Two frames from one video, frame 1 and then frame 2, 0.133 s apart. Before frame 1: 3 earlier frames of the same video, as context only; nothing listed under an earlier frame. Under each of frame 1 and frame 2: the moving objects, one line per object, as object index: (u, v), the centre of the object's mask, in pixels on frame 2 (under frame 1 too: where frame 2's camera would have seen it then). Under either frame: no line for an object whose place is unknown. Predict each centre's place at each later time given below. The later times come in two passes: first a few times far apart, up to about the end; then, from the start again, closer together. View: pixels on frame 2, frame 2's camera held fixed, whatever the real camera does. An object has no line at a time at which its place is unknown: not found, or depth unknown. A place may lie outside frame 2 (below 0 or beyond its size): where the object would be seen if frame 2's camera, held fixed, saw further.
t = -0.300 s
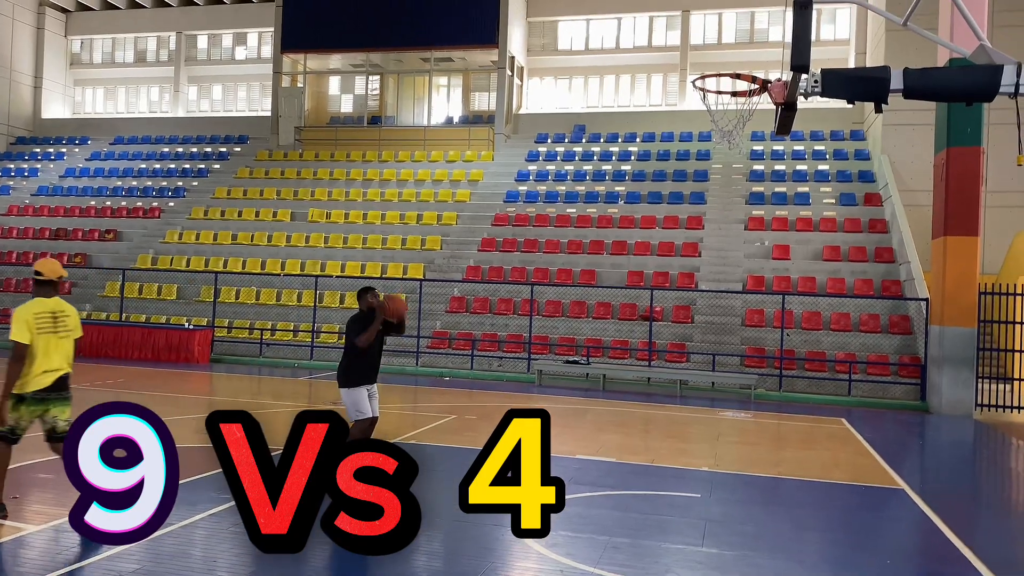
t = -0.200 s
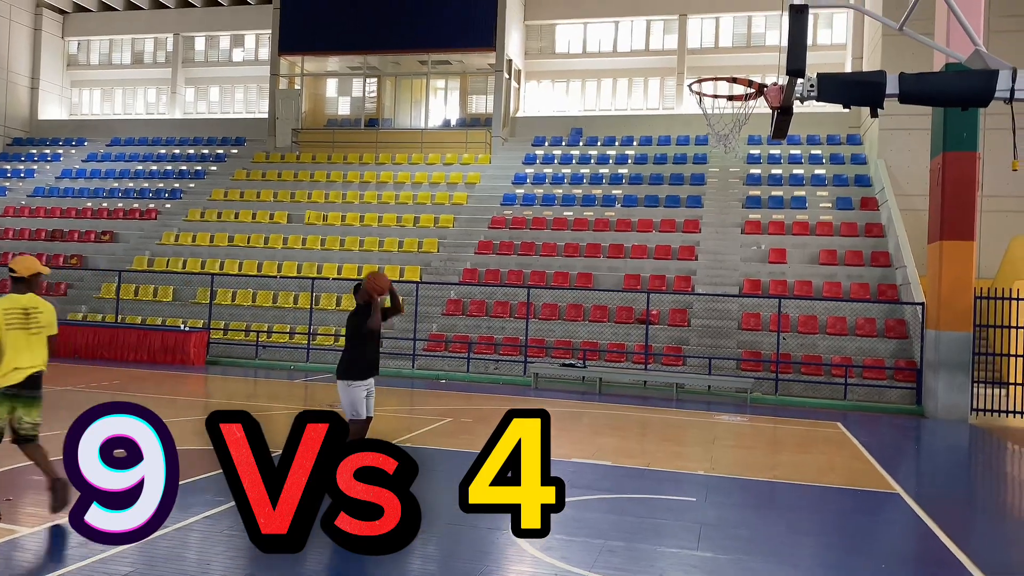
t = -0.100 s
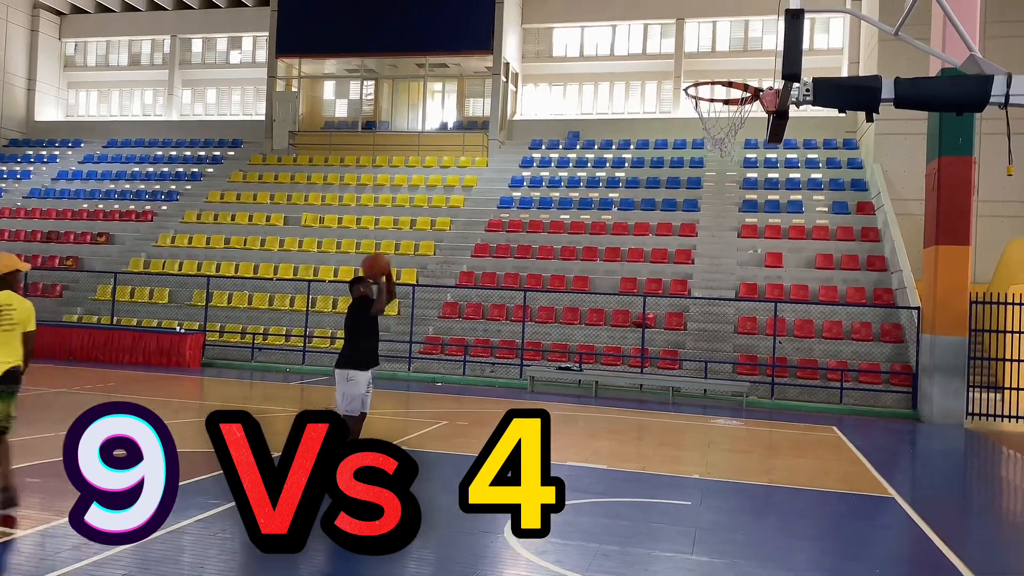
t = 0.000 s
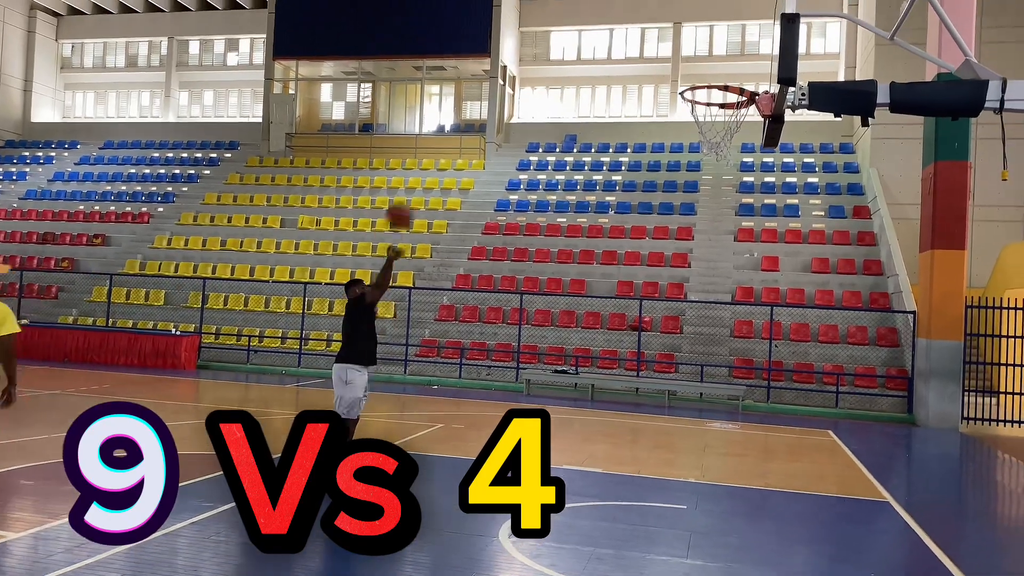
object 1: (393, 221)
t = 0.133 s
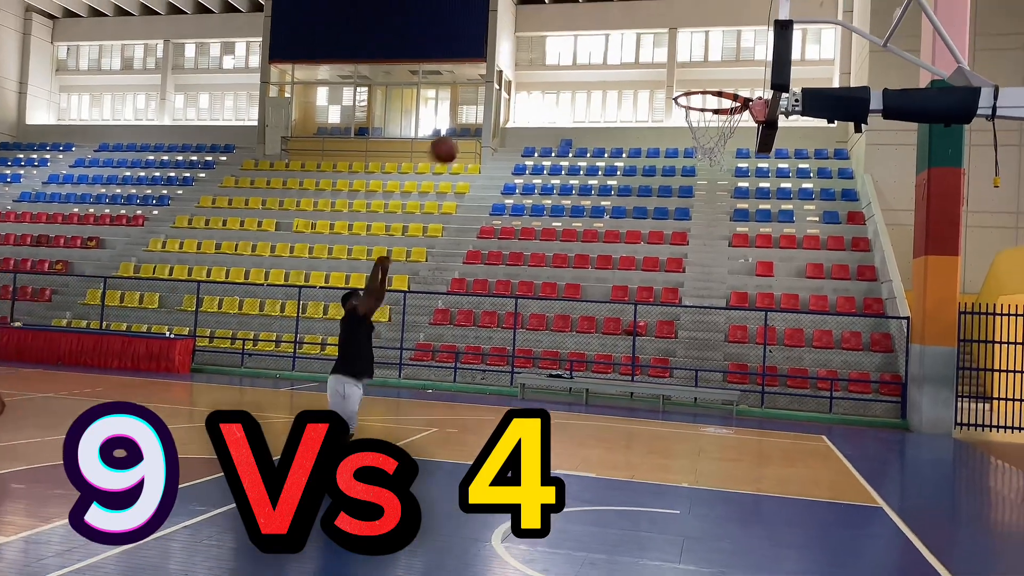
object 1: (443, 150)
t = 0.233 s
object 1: (480, 109)
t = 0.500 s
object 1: (584, 52)
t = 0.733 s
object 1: (688, 72)
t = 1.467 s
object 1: (720, 148)
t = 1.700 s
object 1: (711, 164)
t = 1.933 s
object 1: (690, 227)
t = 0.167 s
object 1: (457, 135)
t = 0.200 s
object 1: (467, 123)
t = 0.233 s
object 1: (480, 109)
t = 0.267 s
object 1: (492, 98)
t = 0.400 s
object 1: (544, 64)
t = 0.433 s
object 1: (558, 59)
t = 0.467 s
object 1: (572, 55)
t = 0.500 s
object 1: (584, 52)
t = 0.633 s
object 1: (642, 54)
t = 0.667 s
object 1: (657, 59)
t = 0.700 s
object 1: (671, 65)
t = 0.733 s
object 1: (688, 72)
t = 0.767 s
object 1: (704, 79)
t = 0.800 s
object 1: (717, 91)
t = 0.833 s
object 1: (719, 102)
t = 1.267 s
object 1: (703, 138)
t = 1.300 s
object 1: (708, 142)
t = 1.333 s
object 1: (712, 145)
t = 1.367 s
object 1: (715, 147)
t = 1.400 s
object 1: (718, 148)
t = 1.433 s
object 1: (719, 148)
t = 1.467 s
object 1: (720, 148)
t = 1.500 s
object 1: (720, 149)
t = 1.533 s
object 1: (720, 149)
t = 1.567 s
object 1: (719, 151)
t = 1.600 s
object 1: (717, 153)
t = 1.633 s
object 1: (715, 155)
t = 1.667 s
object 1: (712, 158)
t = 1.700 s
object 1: (711, 164)
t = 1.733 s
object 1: (708, 167)
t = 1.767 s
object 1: (706, 174)
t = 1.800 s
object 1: (703, 180)
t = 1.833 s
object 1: (700, 190)
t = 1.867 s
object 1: (694, 201)
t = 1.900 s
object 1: (694, 213)
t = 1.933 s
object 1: (690, 227)
